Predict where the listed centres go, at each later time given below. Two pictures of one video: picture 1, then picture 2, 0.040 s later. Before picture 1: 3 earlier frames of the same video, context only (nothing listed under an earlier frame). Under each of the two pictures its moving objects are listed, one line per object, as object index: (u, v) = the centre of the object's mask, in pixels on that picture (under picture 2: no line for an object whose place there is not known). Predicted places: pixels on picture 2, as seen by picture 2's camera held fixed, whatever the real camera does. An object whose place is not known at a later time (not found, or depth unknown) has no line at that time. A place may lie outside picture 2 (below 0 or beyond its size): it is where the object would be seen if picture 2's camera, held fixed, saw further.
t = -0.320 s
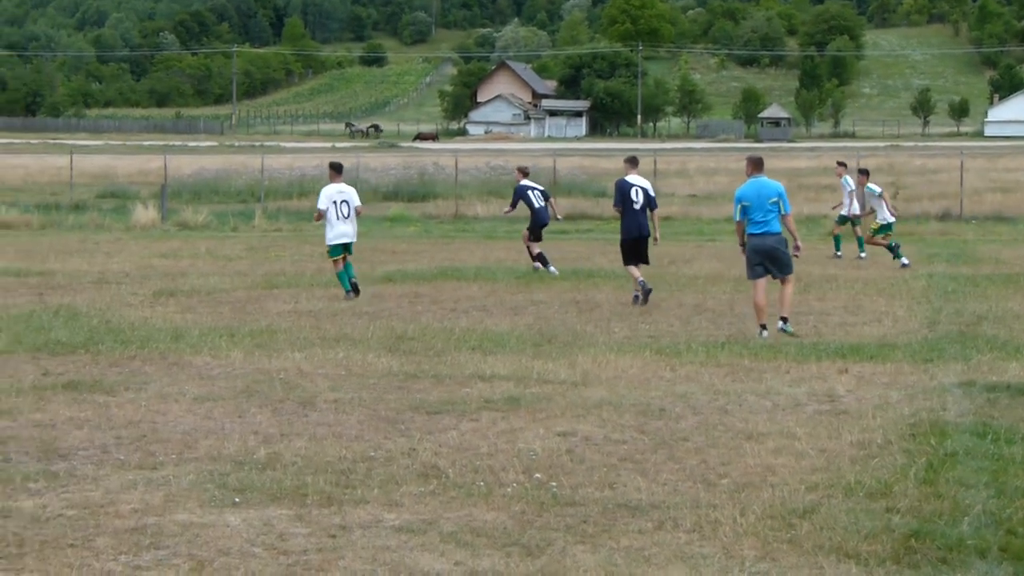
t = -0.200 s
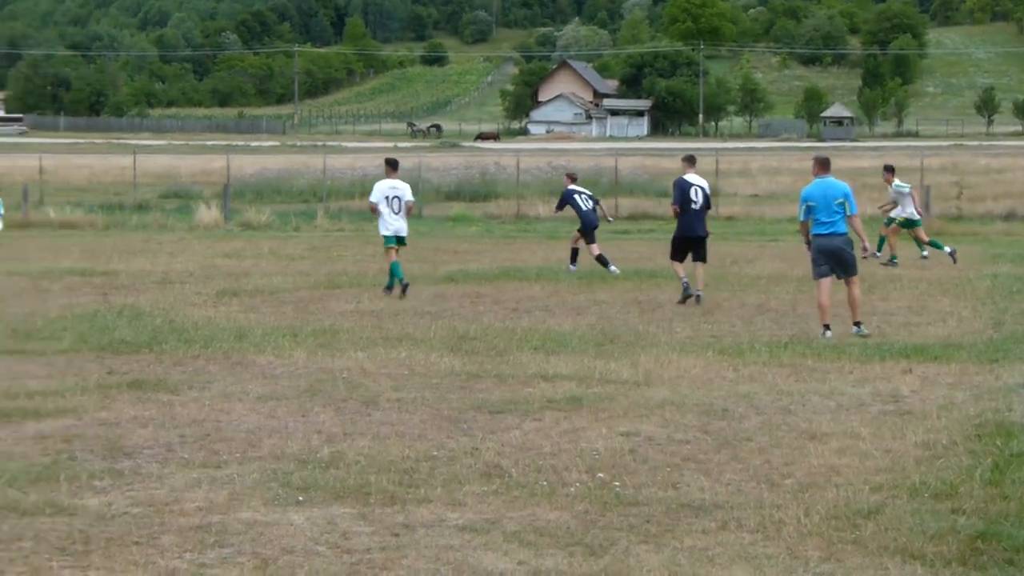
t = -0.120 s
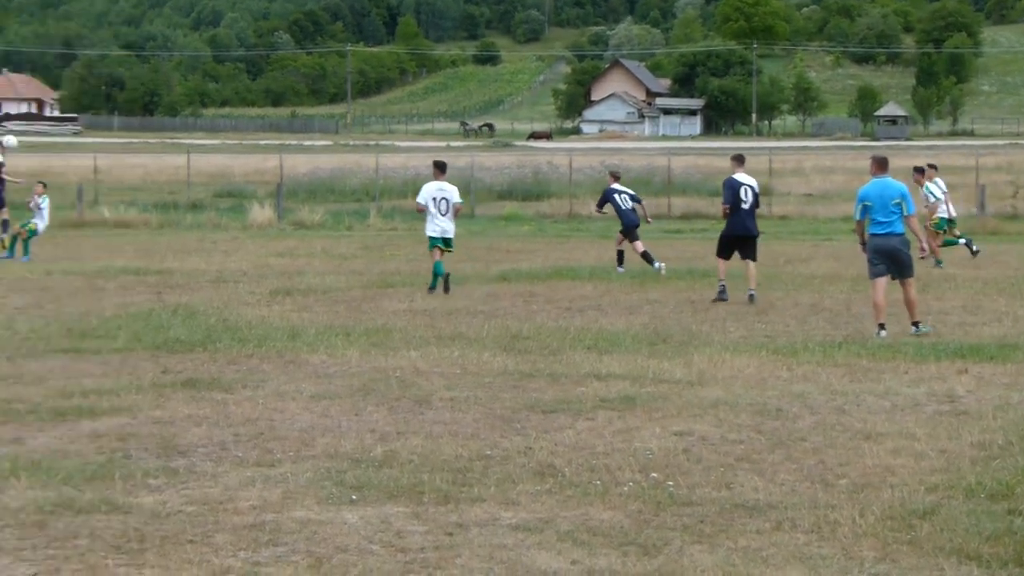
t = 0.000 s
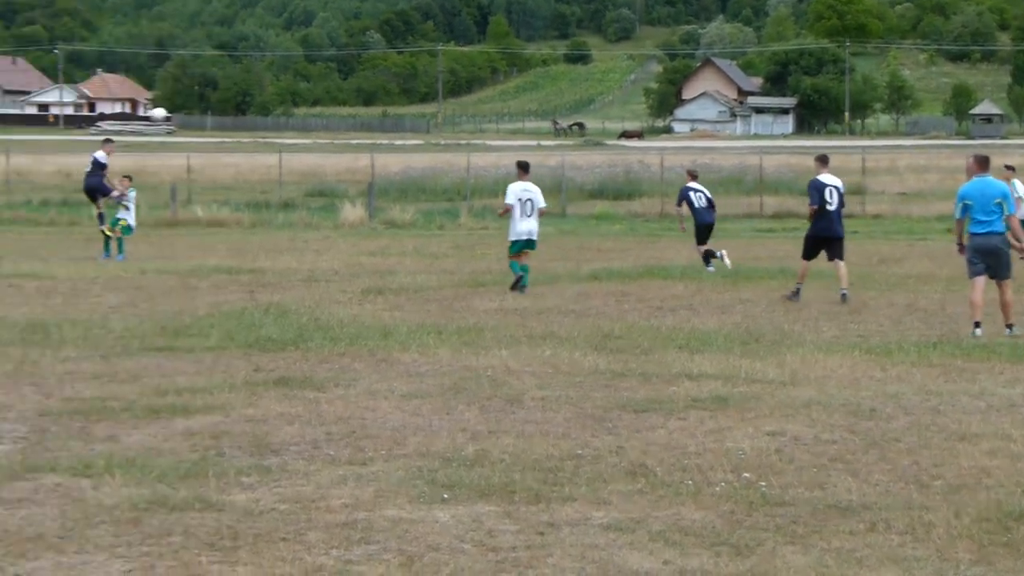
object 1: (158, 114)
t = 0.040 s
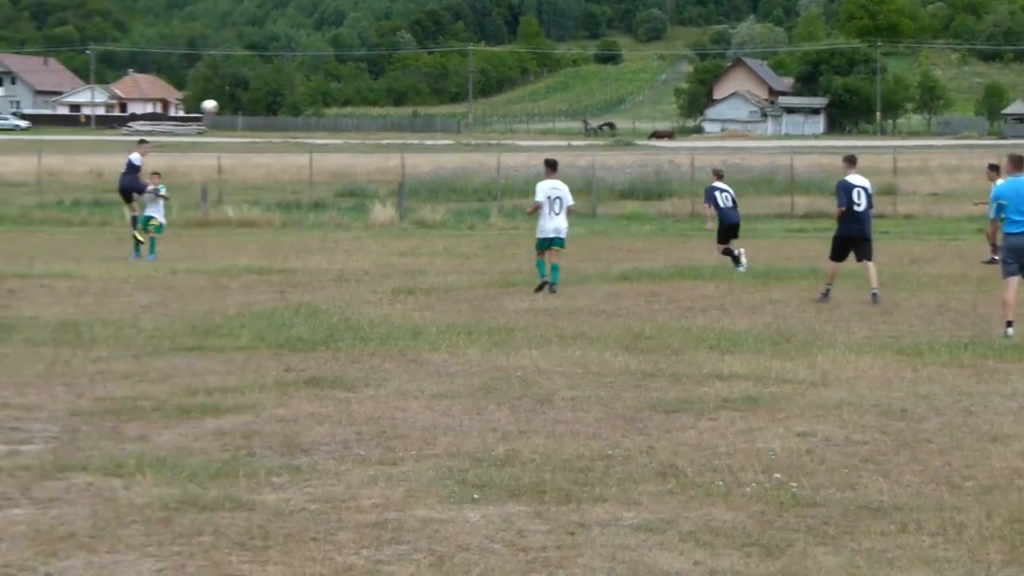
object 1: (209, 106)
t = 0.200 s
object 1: (290, 81)
